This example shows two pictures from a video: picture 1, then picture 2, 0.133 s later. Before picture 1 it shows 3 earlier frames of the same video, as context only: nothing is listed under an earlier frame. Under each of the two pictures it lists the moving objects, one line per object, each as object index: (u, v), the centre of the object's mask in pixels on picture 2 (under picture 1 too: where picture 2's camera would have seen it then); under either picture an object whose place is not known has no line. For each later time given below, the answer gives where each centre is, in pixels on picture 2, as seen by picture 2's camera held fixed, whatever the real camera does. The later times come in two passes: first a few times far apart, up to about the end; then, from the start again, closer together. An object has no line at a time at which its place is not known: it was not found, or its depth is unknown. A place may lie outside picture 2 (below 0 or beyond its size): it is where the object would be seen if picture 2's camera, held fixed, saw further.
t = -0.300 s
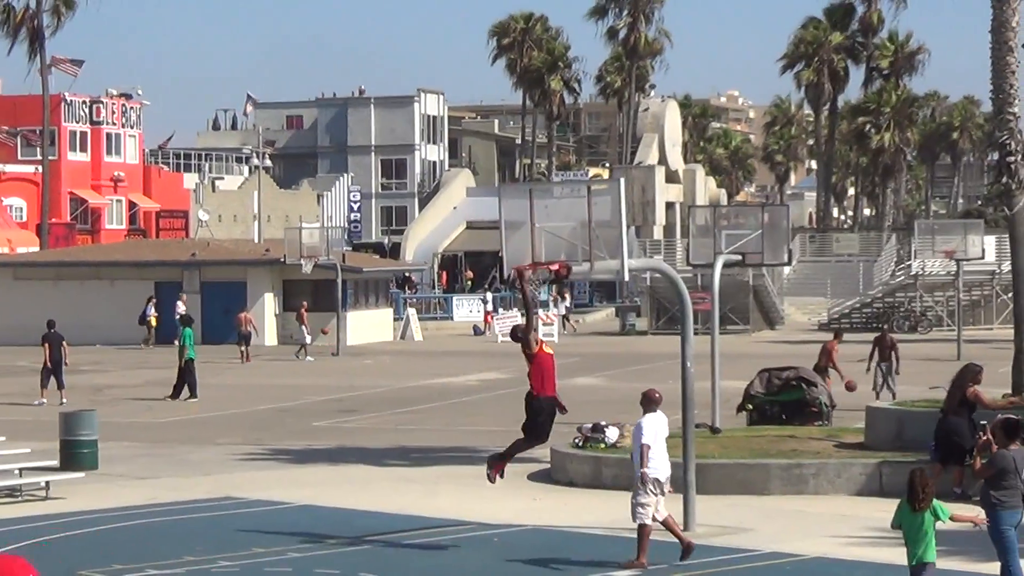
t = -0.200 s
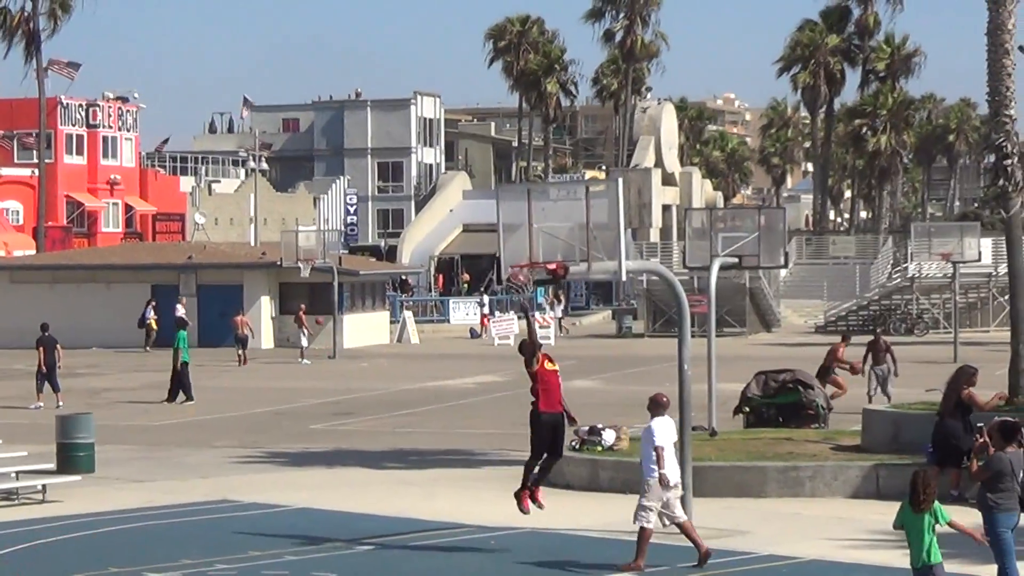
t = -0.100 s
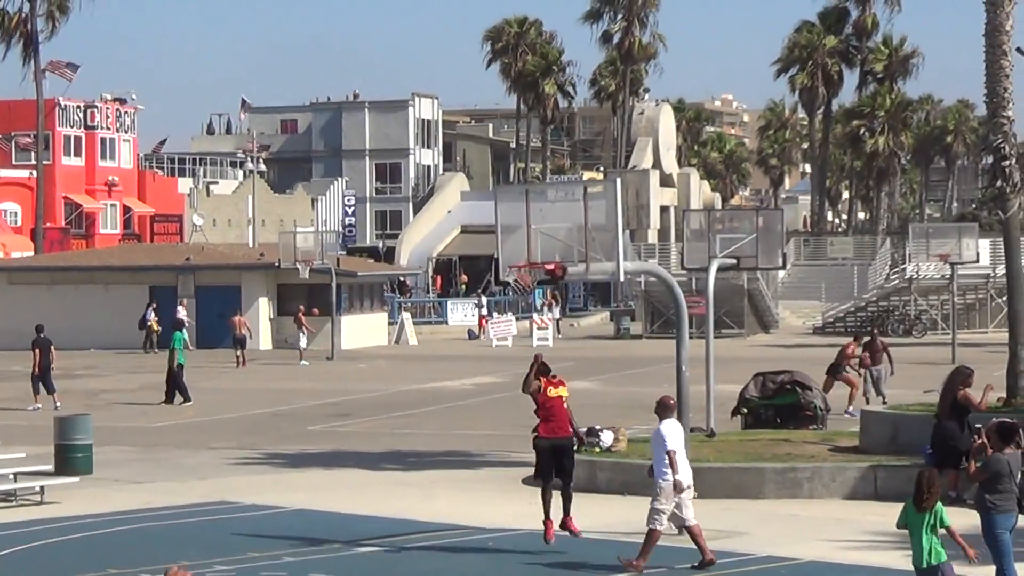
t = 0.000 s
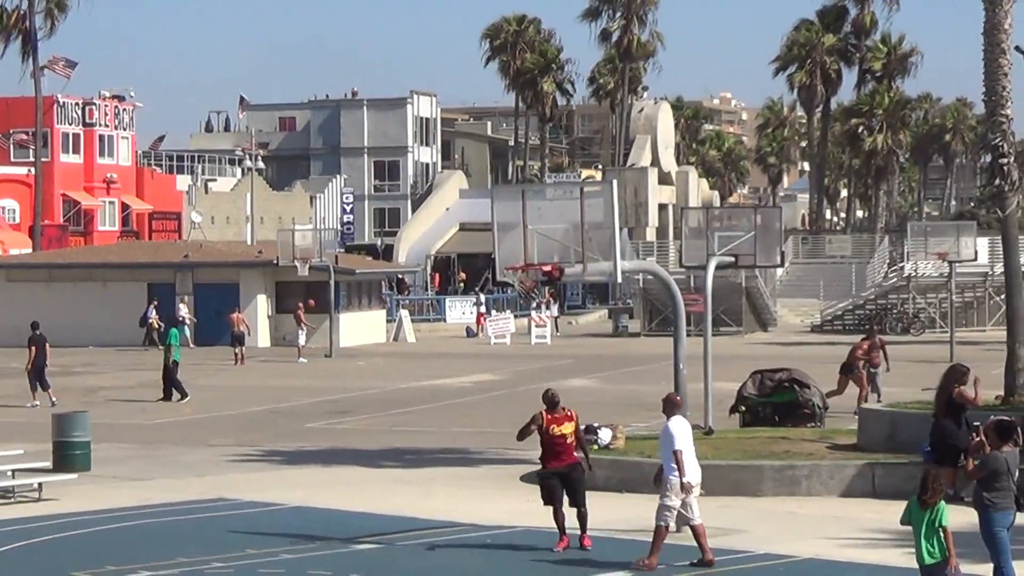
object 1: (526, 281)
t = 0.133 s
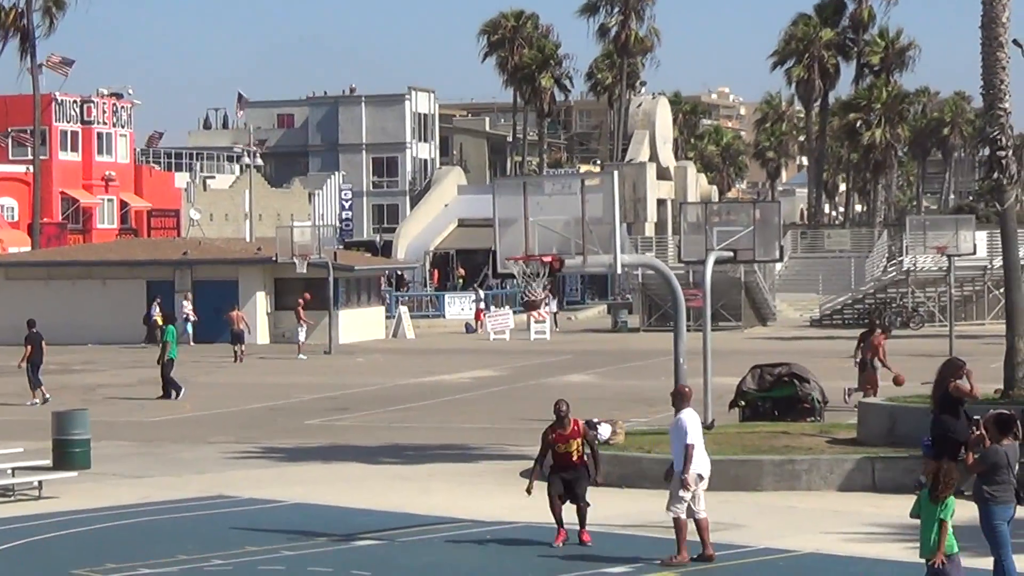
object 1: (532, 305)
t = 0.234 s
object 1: (529, 316)
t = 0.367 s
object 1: (525, 352)
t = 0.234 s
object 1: (529, 316)
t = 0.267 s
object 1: (527, 324)
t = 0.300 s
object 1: (527, 332)
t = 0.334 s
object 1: (526, 342)
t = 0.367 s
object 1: (525, 352)
